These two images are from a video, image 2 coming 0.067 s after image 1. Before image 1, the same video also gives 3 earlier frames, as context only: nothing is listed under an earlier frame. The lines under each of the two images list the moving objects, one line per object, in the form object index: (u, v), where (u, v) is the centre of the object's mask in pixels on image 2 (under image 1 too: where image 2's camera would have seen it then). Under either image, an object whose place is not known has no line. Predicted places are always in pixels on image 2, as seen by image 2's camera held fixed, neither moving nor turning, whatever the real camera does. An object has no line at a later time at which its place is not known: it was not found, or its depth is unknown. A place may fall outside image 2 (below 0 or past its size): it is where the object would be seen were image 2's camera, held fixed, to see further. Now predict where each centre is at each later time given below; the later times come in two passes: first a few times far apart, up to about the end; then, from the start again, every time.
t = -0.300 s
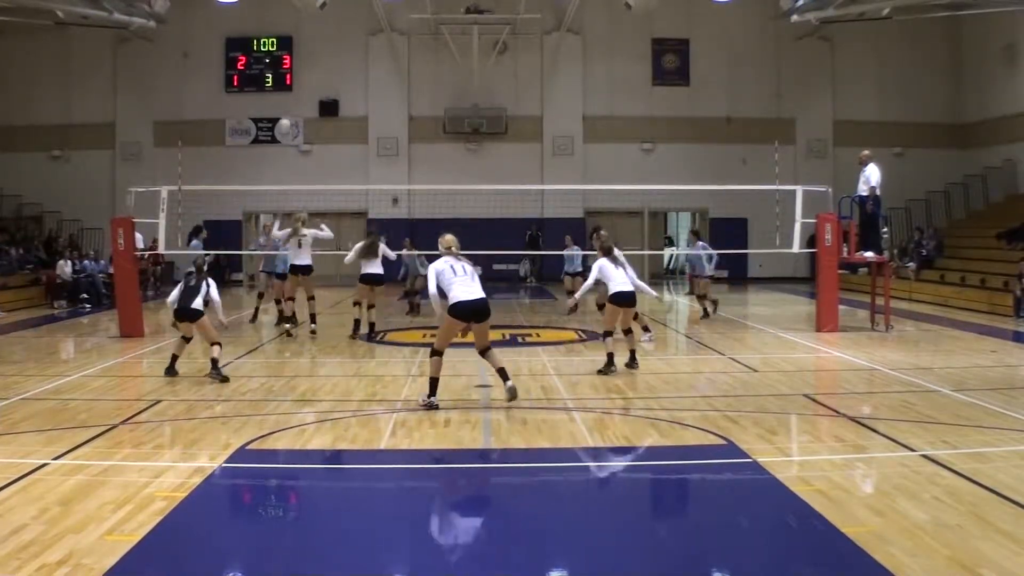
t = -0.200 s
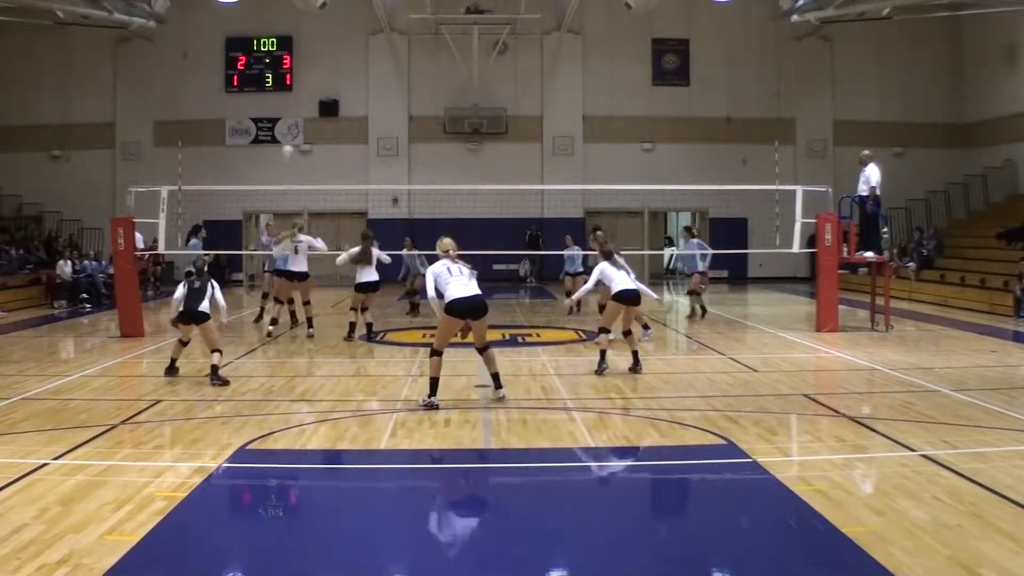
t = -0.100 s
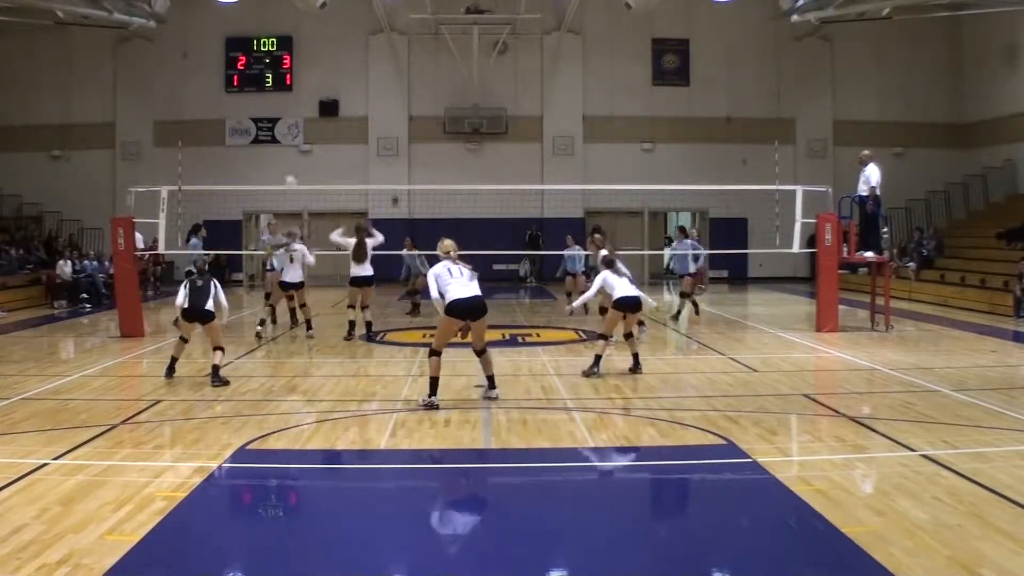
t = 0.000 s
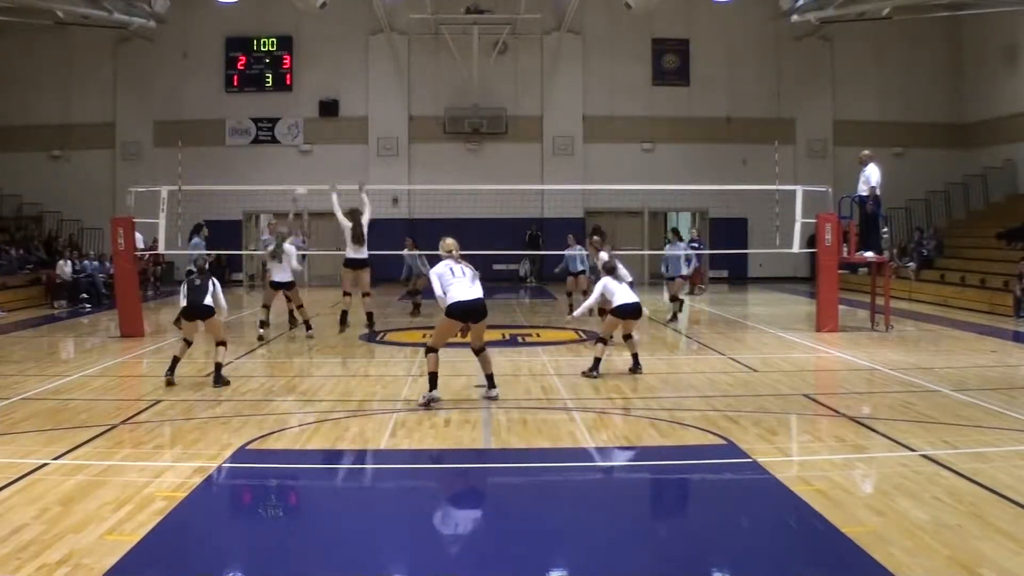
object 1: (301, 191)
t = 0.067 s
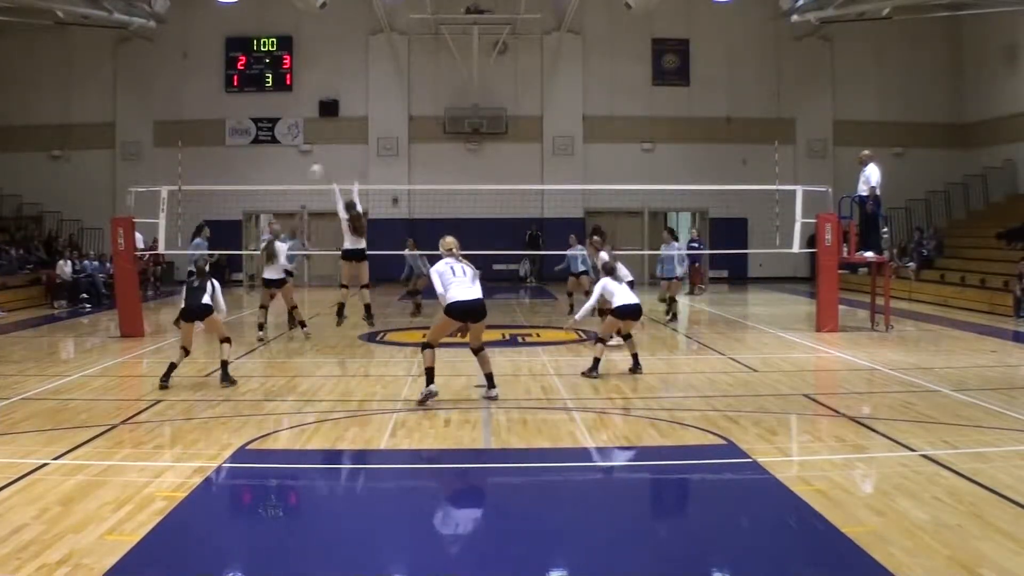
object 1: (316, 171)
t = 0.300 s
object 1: (375, 114)
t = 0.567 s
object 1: (457, 91)
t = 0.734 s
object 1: (518, 108)
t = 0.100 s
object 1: (324, 162)
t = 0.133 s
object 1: (332, 151)
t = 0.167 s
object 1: (340, 142)
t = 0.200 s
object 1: (349, 135)
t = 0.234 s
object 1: (357, 128)
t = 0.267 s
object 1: (366, 120)
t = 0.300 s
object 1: (375, 114)
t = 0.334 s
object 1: (384, 108)
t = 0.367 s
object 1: (394, 103)
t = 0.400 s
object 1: (404, 99)
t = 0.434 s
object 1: (414, 95)
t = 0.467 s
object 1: (424, 94)
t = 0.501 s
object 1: (435, 92)
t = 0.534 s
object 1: (446, 91)
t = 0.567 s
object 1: (457, 91)
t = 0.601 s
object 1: (468, 93)
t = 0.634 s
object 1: (480, 95)
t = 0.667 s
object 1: (492, 98)
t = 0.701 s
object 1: (505, 103)
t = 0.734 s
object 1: (518, 108)
